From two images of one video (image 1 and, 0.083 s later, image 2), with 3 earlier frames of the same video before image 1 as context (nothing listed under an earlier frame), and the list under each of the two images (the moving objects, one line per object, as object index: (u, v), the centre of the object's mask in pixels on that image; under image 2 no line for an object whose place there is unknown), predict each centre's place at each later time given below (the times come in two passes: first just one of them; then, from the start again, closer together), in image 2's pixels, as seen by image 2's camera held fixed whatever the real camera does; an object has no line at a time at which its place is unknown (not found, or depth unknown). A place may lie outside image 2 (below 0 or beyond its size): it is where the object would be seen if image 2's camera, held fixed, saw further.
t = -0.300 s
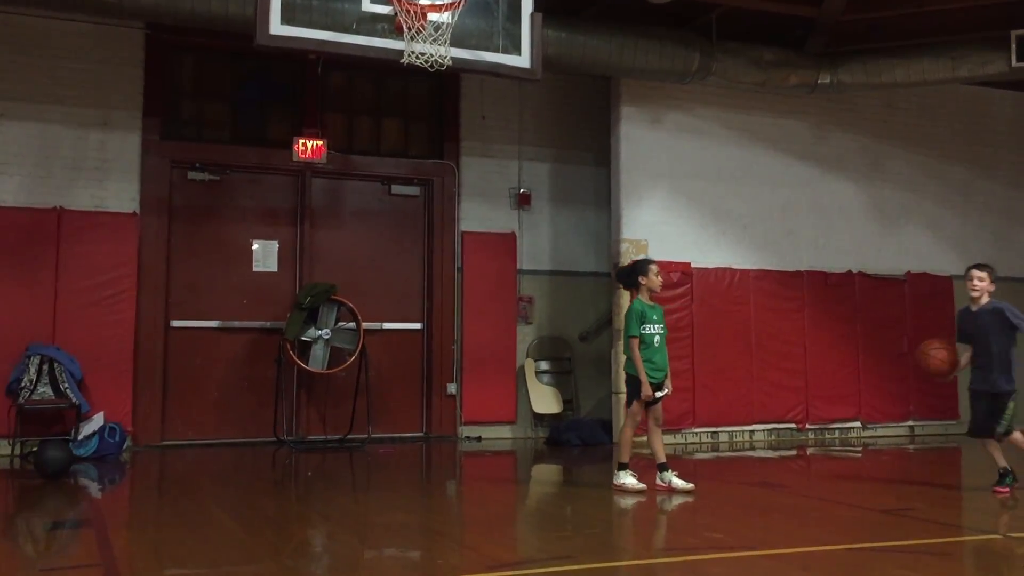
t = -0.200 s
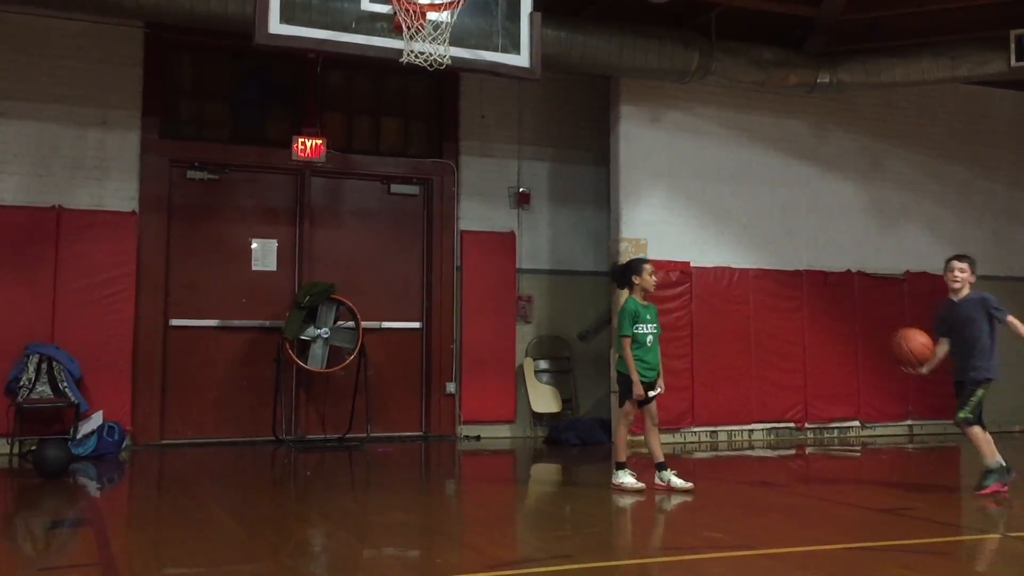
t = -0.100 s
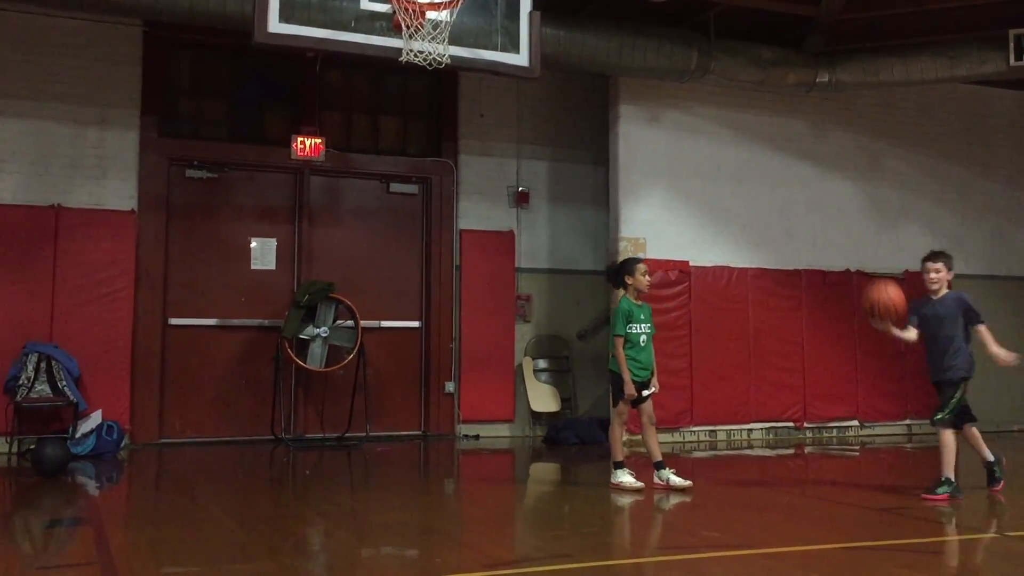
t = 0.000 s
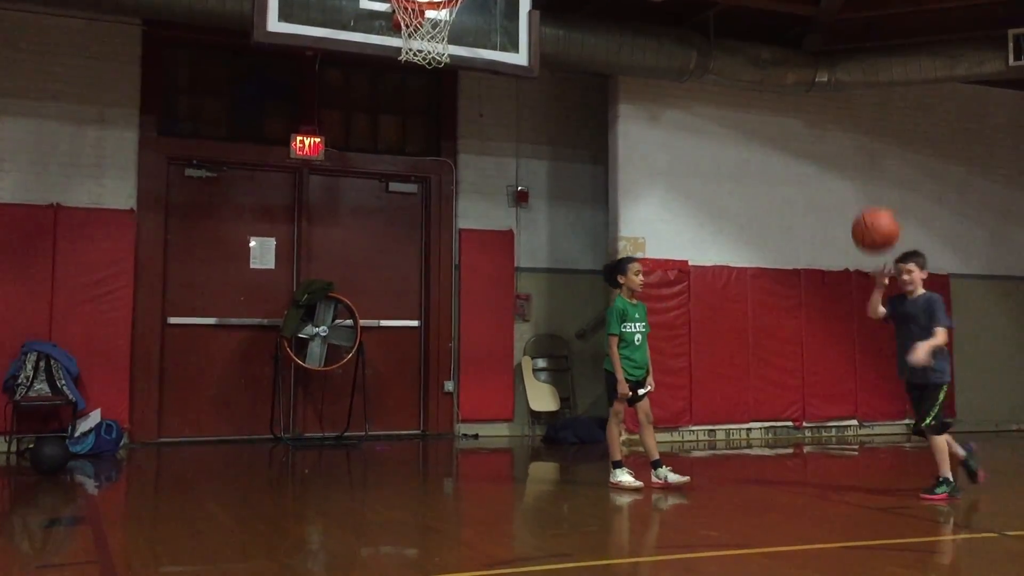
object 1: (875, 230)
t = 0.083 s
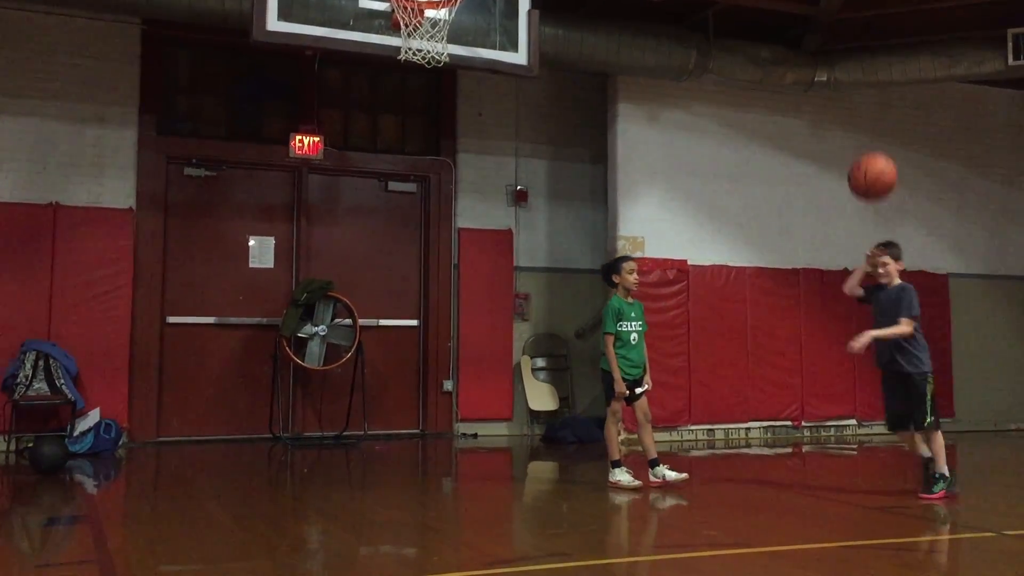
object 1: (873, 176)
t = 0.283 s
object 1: (868, 85)
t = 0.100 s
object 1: (877, 170)
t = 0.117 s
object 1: (878, 156)
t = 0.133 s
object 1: (875, 149)
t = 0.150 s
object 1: (872, 140)
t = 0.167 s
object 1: (872, 131)
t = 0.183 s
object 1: (873, 124)
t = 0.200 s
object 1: (873, 115)
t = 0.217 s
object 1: (871, 108)
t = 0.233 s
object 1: (870, 103)
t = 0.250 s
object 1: (869, 96)
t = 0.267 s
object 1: (866, 92)
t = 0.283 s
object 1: (868, 85)
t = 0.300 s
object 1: (867, 81)
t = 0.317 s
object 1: (866, 77)
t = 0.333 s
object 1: (865, 71)
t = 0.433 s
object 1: (856, 63)
